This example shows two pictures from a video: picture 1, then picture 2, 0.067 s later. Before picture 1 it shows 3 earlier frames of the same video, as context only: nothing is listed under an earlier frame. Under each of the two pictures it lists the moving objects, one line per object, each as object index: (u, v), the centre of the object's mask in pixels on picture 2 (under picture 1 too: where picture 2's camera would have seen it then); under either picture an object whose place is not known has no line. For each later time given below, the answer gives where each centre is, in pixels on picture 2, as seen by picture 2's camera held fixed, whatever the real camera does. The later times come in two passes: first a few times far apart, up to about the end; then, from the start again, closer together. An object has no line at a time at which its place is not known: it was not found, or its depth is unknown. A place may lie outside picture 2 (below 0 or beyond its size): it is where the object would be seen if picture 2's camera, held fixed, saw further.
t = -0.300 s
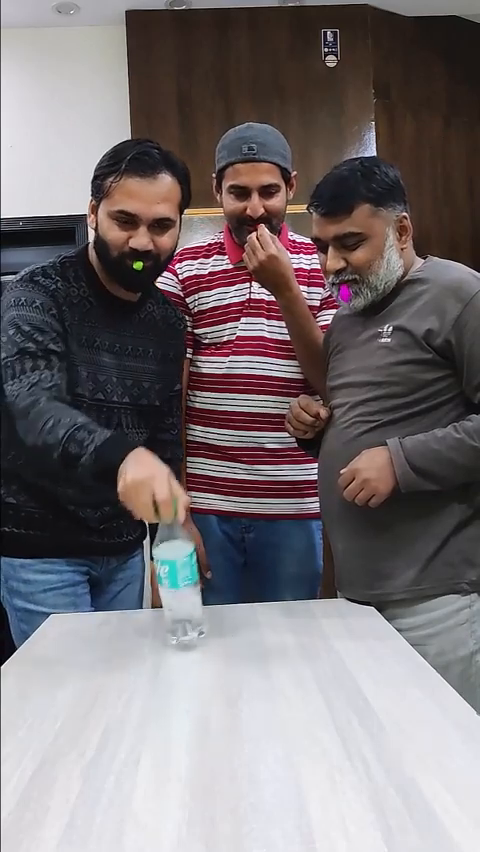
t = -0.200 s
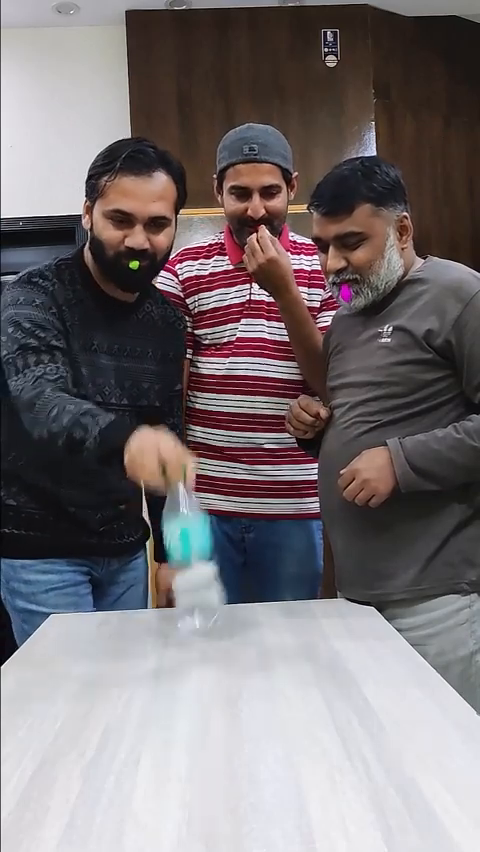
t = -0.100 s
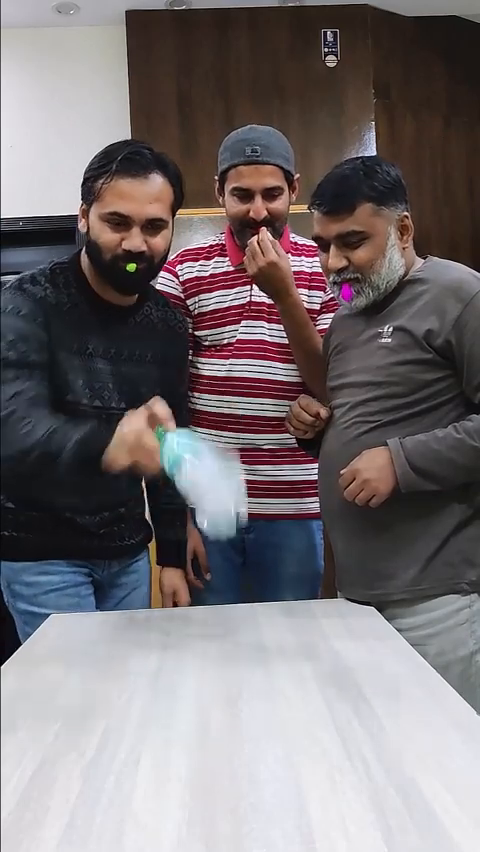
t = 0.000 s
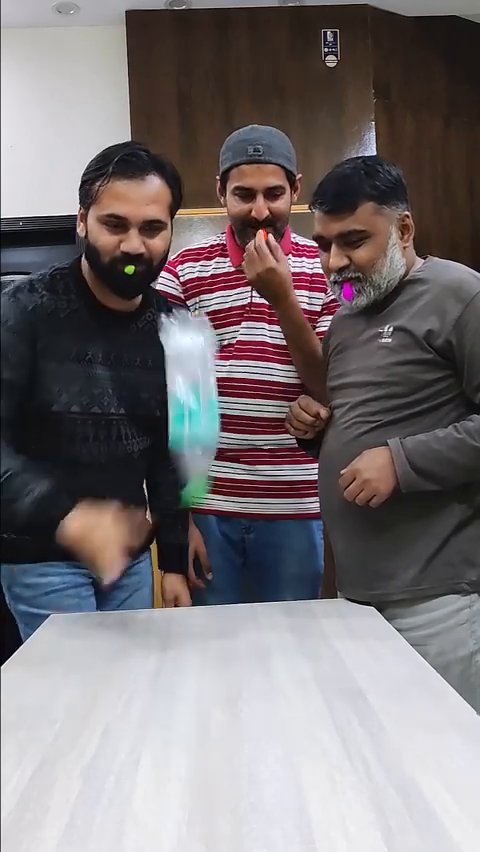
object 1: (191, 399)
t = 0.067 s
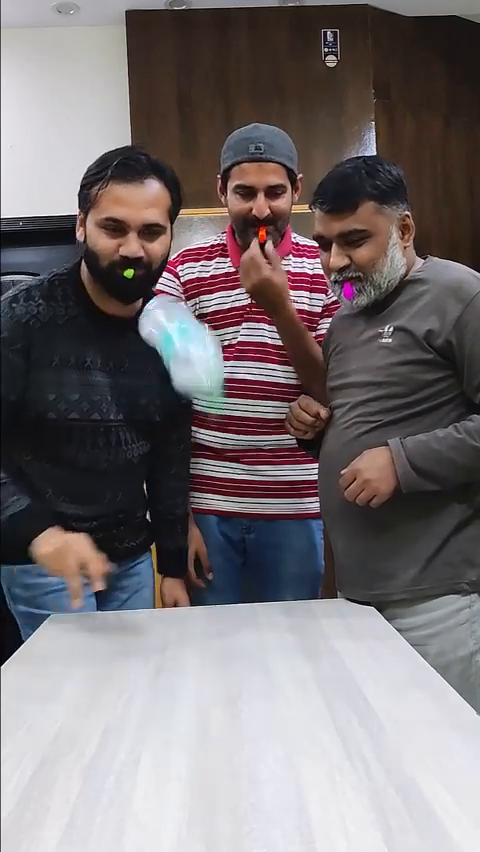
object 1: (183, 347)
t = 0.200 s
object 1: (161, 369)
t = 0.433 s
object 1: (121, 628)
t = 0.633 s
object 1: (84, 674)
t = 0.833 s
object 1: (67, 678)
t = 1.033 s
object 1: (51, 681)
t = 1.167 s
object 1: (40, 684)
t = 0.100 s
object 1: (176, 334)
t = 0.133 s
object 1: (170, 336)
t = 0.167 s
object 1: (165, 348)
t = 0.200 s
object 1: (161, 369)
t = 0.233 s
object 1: (157, 400)
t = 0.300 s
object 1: (151, 493)
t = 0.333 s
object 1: (147, 549)
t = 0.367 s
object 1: (142, 609)
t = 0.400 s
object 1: (130, 622)
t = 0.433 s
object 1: (121, 628)
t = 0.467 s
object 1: (114, 633)
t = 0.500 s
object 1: (107, 640)
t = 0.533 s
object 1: (101, 651)
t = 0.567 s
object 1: (96, 671)
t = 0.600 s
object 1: (91, 673)
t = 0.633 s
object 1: (84, 674)
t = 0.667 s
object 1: (81, 676)
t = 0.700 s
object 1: (78, 676)
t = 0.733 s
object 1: (77, 676)
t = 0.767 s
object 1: (74, 677)
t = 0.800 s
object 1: (70, 678)
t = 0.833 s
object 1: (67, 678)
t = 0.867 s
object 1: (62, 679)
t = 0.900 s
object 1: (60, 680)
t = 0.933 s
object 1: (58, 680)
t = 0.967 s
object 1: (57, 681)
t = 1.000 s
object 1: (55, 681)
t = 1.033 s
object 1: (51, 681)
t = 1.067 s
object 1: (49, 683)
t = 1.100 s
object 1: (46, 684)
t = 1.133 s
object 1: (43, 684)
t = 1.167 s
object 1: (40, 684)
